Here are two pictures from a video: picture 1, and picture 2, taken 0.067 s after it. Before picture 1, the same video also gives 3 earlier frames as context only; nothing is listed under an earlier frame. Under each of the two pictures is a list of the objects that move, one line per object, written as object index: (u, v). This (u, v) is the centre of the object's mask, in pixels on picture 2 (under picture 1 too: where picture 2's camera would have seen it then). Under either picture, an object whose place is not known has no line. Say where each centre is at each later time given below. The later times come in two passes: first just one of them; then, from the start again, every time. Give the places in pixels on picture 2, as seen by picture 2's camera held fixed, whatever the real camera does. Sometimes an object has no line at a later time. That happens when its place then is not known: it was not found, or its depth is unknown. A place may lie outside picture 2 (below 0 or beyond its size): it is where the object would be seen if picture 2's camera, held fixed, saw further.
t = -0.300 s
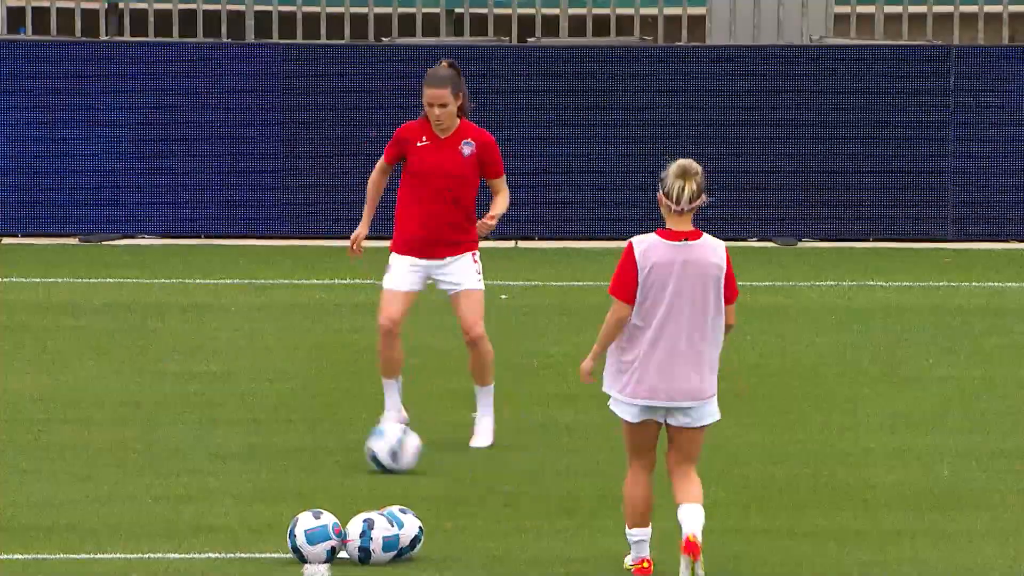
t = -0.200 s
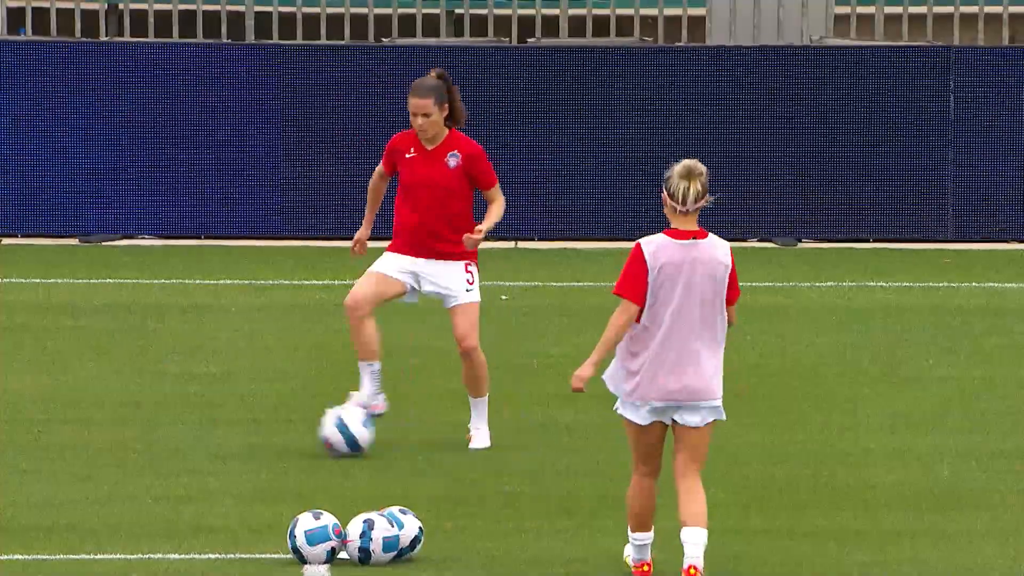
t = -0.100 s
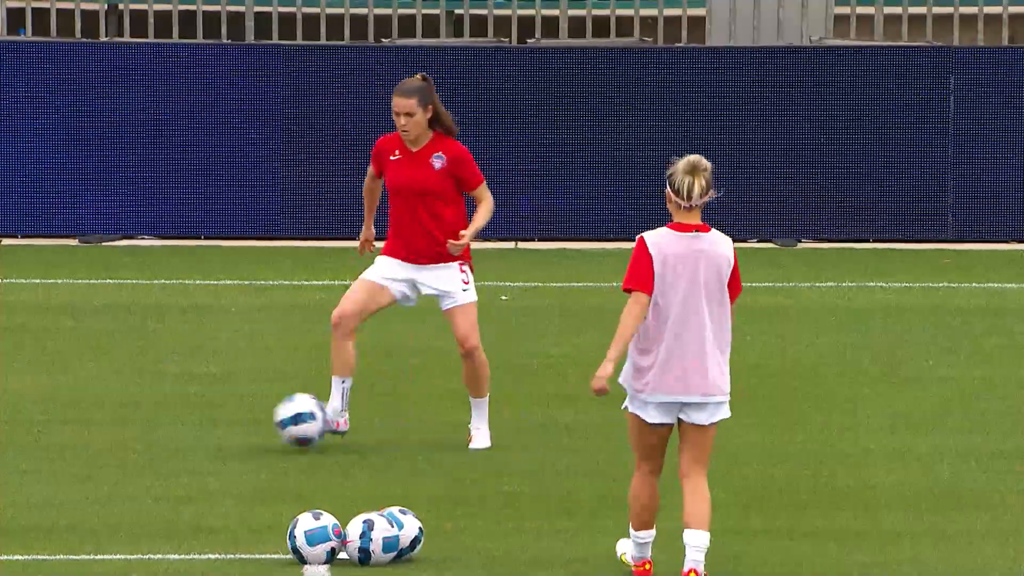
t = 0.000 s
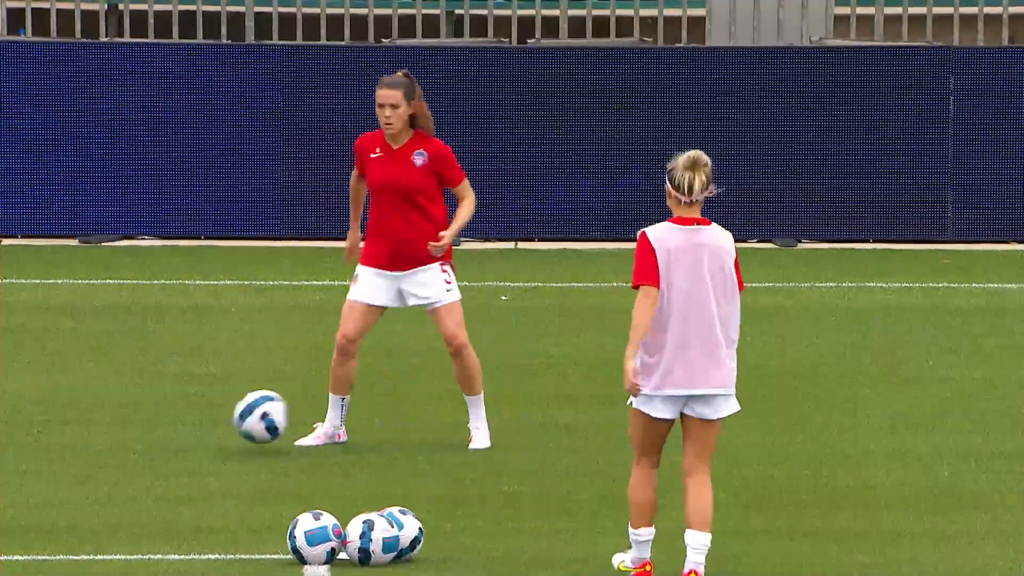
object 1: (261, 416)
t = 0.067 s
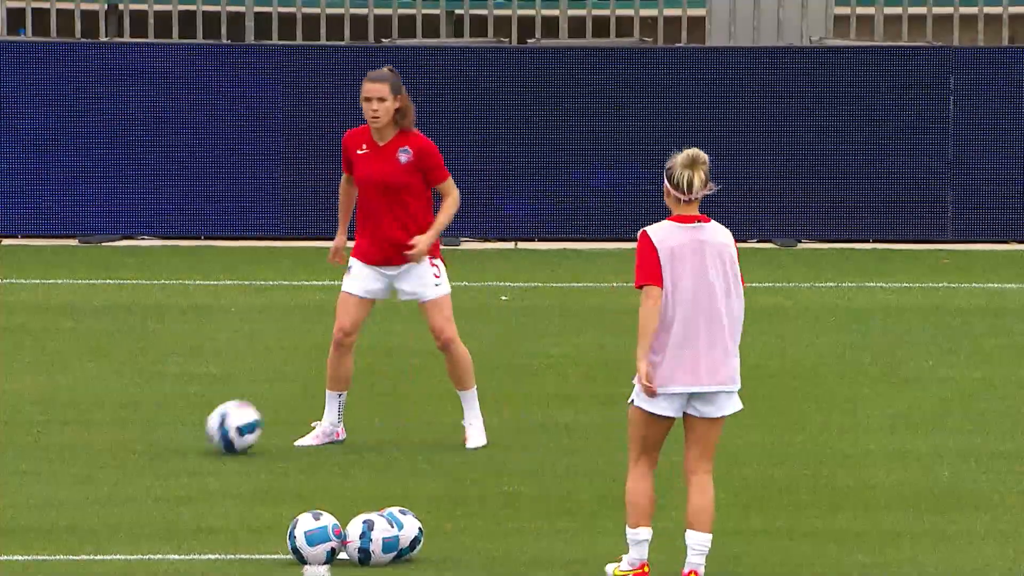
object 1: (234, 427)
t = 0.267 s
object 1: (148, 431)
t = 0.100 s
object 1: (219, 430)
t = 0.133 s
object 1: (205, 428)
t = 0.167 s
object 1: (190, 427)
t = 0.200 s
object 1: (175, 430)
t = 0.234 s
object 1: (161, 432)
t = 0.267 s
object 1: (148, 431)
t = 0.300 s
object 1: (134, 431)
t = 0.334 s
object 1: (120, 432)
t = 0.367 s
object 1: (106, 433)
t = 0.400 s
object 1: (93, 433)
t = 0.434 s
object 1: (79, 434)
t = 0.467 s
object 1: (66, 434)
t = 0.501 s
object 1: (53, 434)
